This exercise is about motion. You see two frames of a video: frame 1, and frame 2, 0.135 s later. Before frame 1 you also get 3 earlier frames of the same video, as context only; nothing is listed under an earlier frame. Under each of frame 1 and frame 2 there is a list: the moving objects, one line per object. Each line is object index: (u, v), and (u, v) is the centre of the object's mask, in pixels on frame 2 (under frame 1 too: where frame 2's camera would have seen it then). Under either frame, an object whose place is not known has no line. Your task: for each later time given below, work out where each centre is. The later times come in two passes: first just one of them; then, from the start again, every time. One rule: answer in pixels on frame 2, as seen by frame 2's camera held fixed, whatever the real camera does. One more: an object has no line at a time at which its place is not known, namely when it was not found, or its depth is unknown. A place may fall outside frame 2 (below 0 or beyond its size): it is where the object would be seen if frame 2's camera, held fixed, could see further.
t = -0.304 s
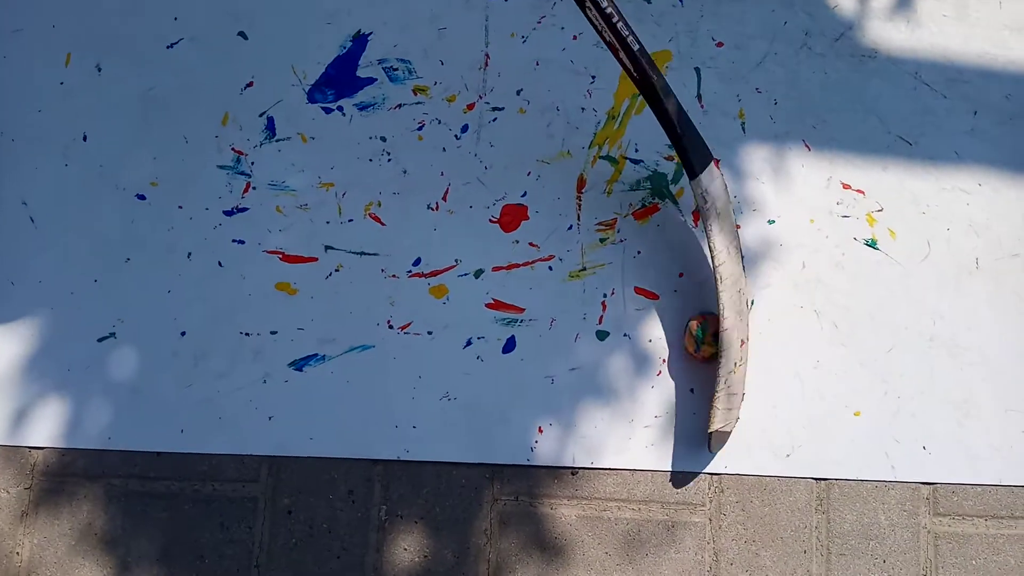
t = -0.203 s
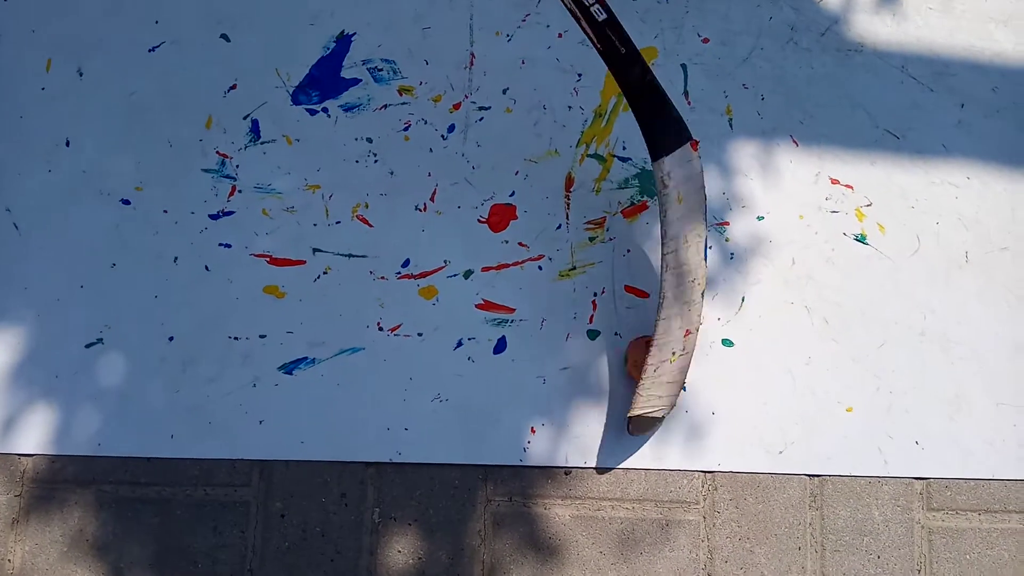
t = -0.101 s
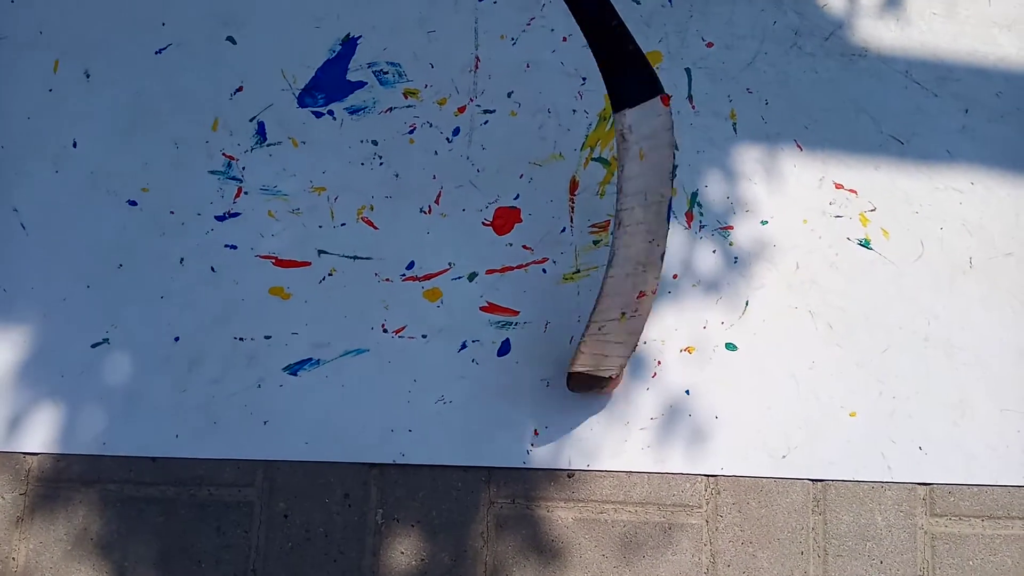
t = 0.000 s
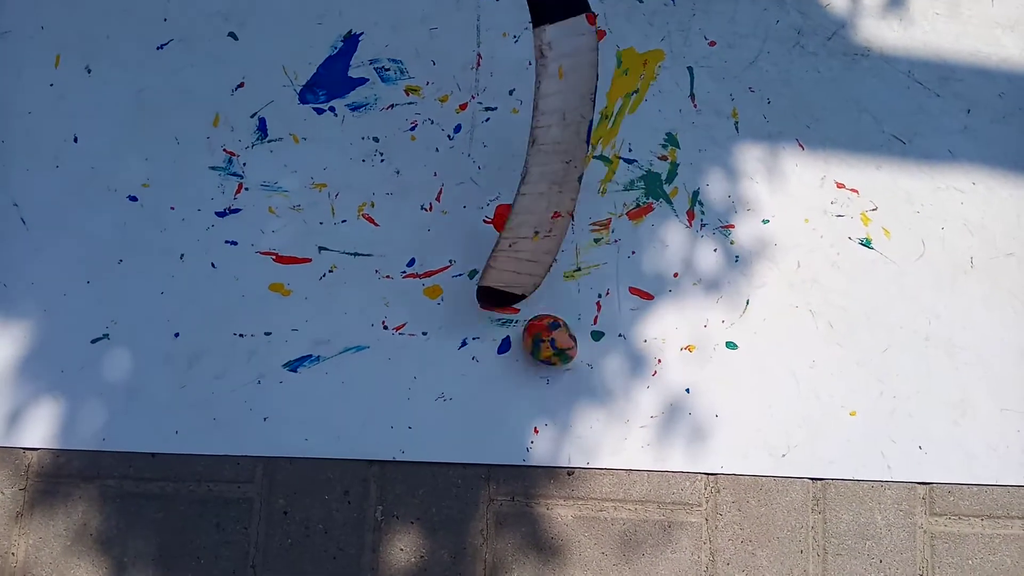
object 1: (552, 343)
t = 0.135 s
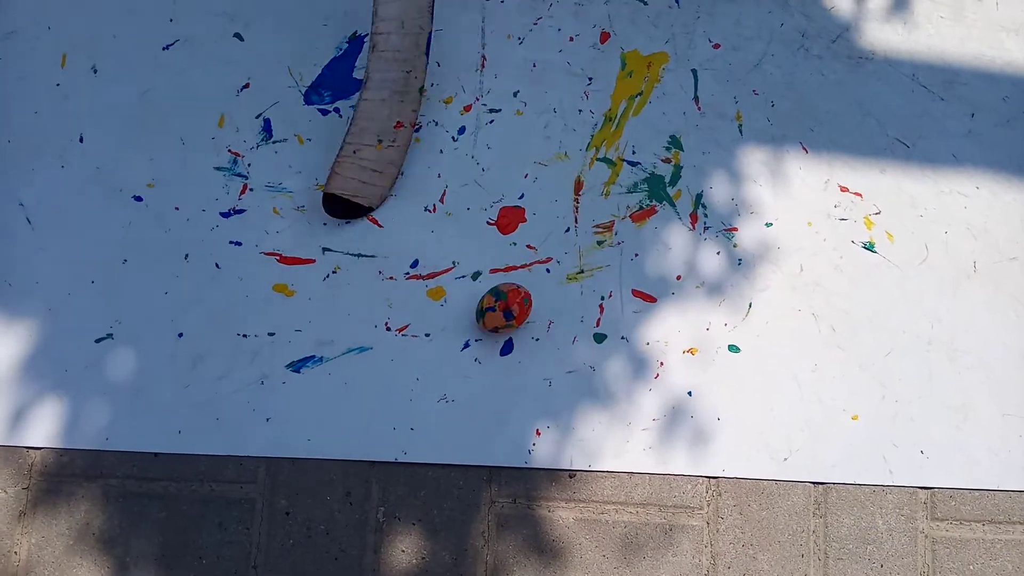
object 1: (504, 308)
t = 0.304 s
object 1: (451, 264)
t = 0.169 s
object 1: (491, 298)
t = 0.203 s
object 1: (480, 289)
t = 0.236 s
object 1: (469, 281)
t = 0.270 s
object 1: (460, 272)
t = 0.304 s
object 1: (451, 264)
